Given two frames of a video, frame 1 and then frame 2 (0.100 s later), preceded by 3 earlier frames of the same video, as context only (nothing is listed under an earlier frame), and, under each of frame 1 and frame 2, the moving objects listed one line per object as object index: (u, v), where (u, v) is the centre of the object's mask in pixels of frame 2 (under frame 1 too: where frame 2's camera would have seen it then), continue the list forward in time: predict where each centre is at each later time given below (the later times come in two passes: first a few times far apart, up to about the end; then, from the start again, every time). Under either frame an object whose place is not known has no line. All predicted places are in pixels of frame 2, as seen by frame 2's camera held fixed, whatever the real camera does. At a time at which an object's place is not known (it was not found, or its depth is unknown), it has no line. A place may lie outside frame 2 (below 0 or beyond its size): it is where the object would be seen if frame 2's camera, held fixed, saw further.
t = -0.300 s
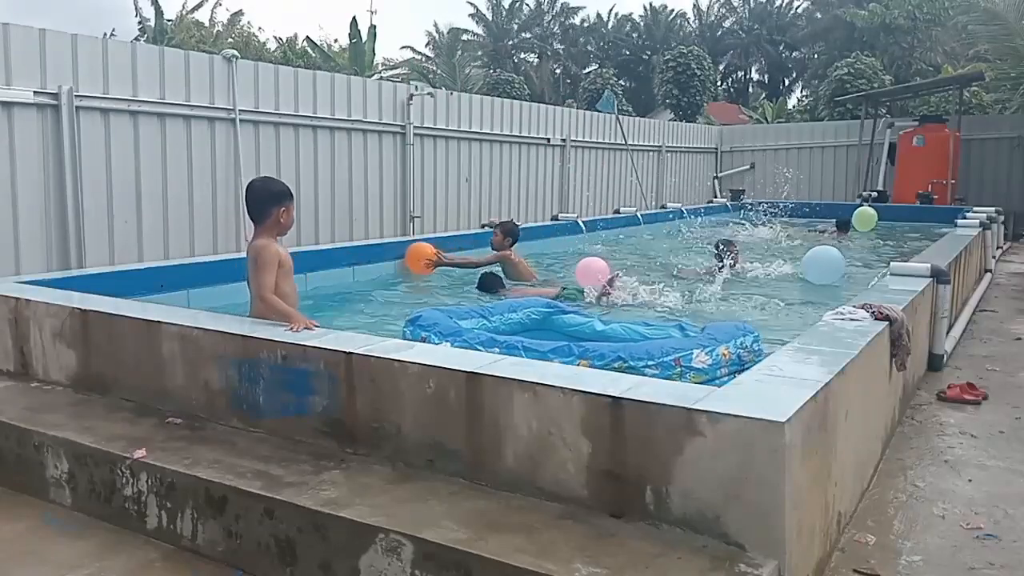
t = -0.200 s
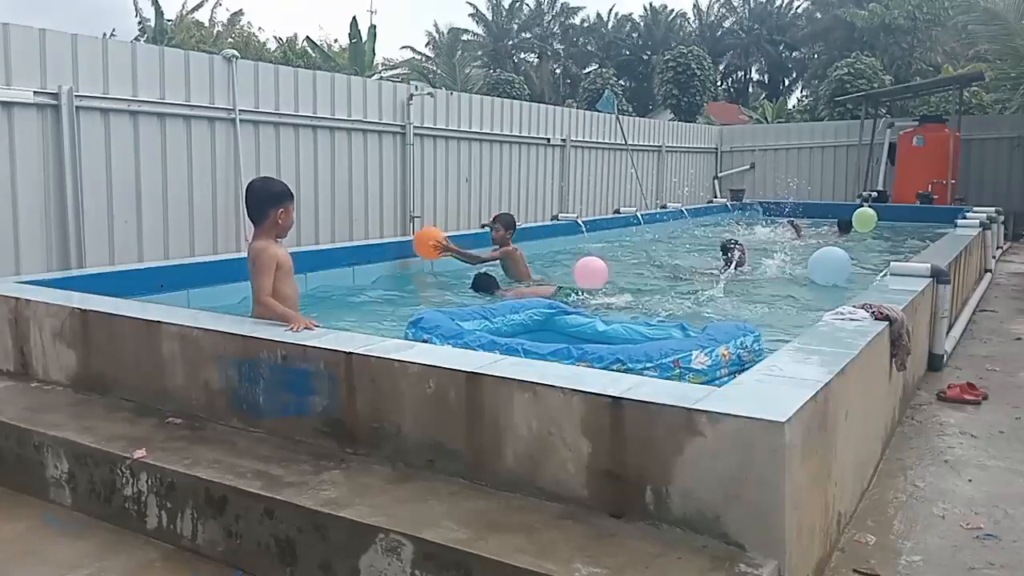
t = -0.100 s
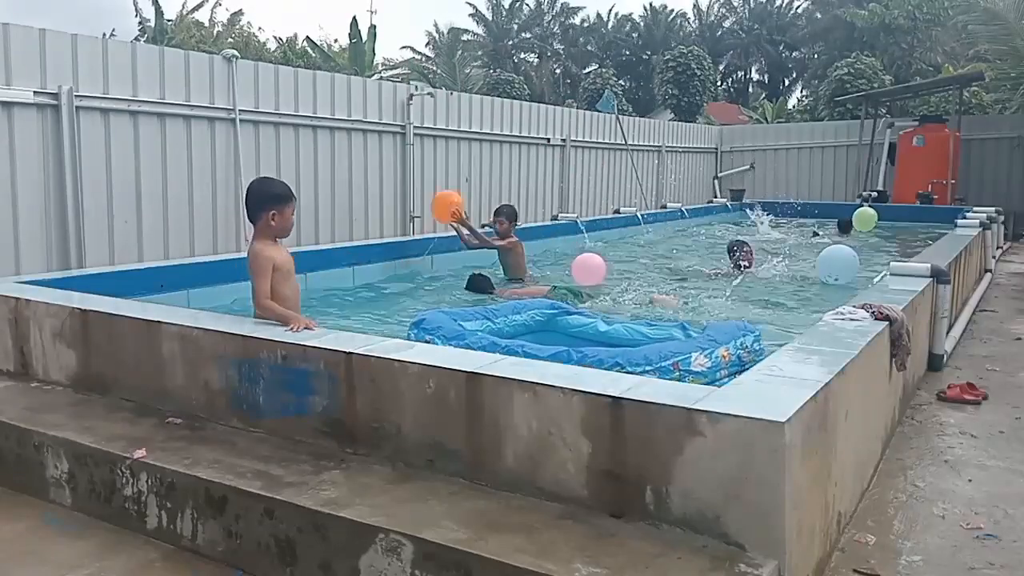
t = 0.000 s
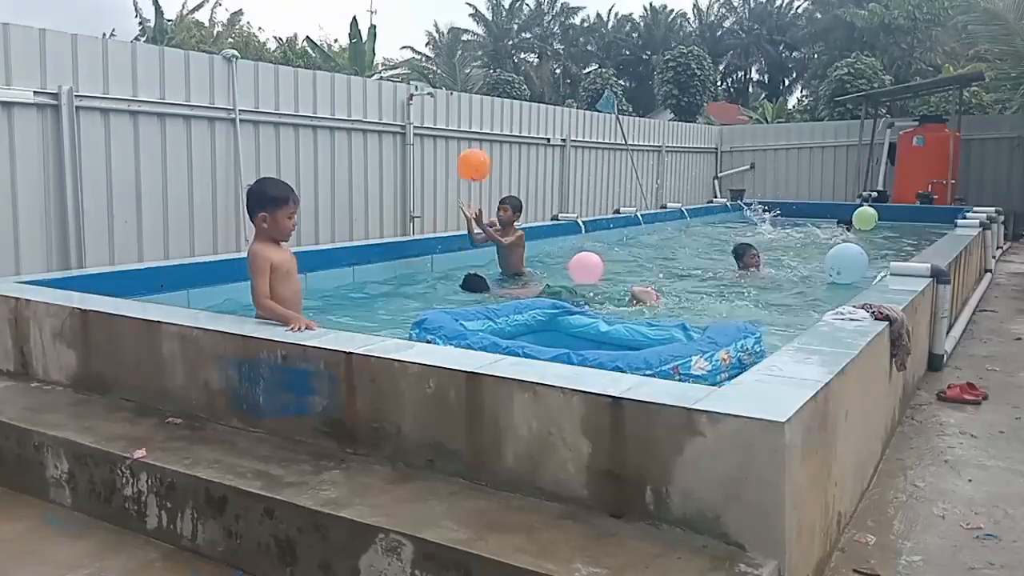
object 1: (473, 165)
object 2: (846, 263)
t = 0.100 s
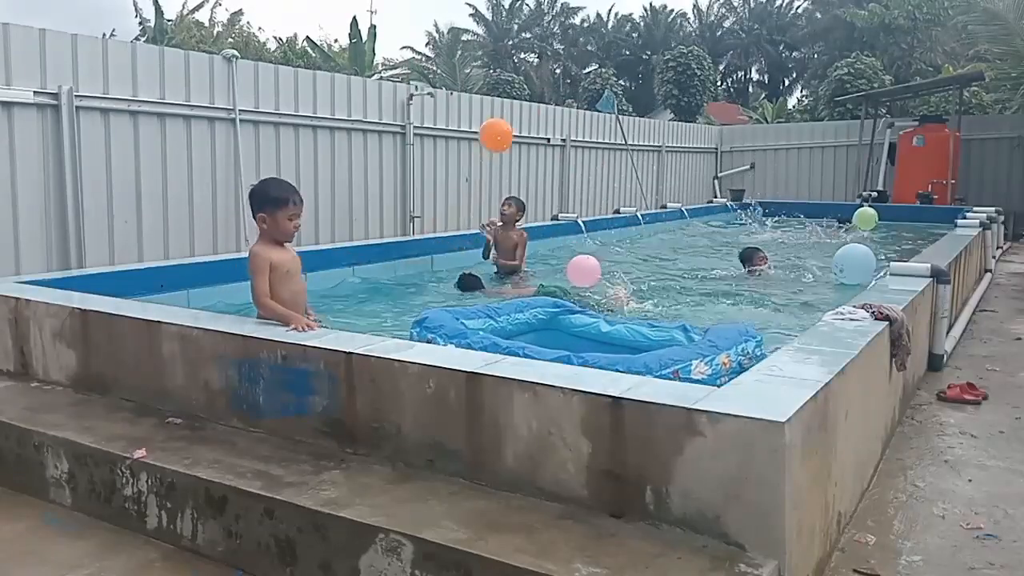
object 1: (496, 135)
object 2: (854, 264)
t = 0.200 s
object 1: (516, 118)
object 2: (859, 265)
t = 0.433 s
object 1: (548, 124)
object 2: (864, 269)
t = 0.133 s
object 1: (502, 128)
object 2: (856, 265)
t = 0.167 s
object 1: (509, 122)
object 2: (857, 265)
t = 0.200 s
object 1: (516, 118)
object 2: (859, 265)
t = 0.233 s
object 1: (521, 115)
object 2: (860, 266)
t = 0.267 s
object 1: (527, 113)
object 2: (861, 267)
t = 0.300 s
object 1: (532, 113)
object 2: (862, 267)
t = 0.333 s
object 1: (536, 114)
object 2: (863, 268)
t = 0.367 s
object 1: (541, 116)
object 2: (864, 268)
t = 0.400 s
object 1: (545, 120)
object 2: (864, 268)
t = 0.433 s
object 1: (548, 124)
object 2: (864, 269)
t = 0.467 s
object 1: (552, 130)
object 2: (865, 269)
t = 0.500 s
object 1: (554, 136)
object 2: (866, 269)
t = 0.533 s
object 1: (557, 143)
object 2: (867, 269)
